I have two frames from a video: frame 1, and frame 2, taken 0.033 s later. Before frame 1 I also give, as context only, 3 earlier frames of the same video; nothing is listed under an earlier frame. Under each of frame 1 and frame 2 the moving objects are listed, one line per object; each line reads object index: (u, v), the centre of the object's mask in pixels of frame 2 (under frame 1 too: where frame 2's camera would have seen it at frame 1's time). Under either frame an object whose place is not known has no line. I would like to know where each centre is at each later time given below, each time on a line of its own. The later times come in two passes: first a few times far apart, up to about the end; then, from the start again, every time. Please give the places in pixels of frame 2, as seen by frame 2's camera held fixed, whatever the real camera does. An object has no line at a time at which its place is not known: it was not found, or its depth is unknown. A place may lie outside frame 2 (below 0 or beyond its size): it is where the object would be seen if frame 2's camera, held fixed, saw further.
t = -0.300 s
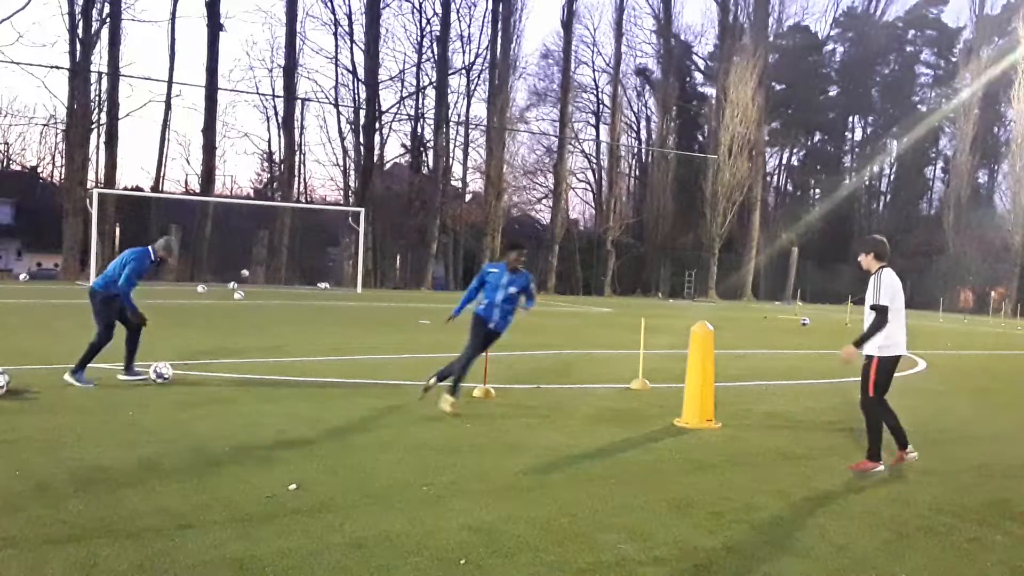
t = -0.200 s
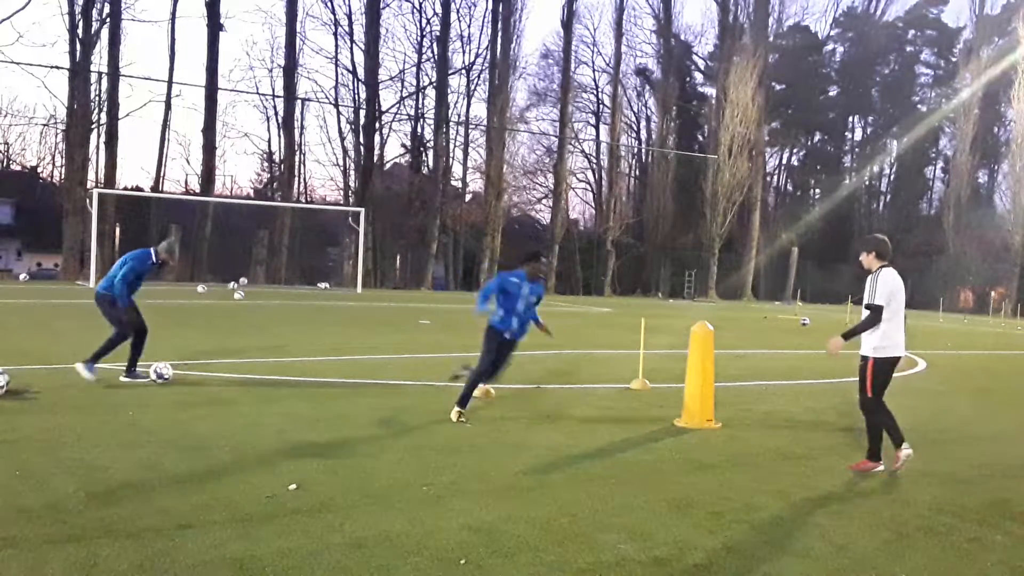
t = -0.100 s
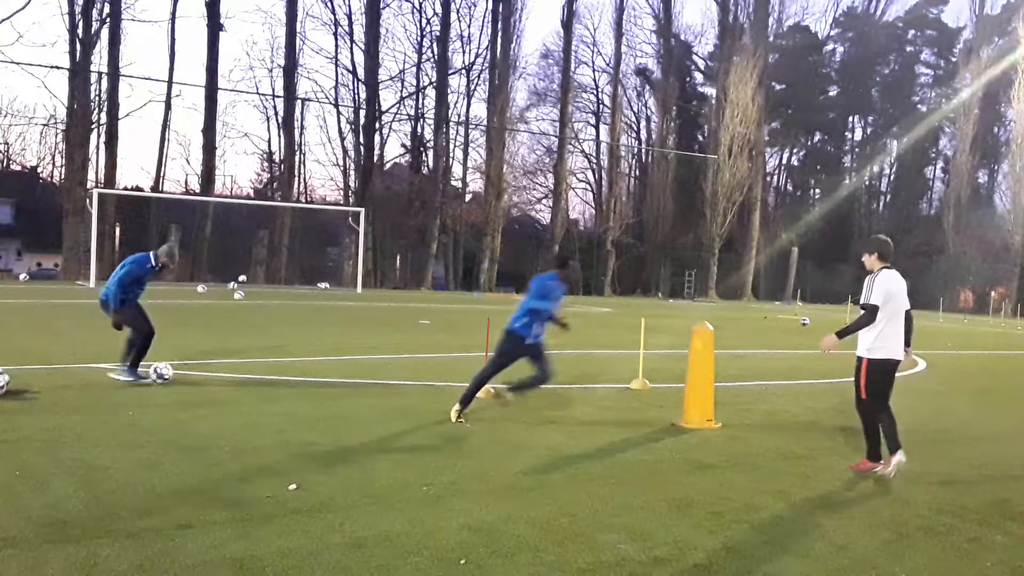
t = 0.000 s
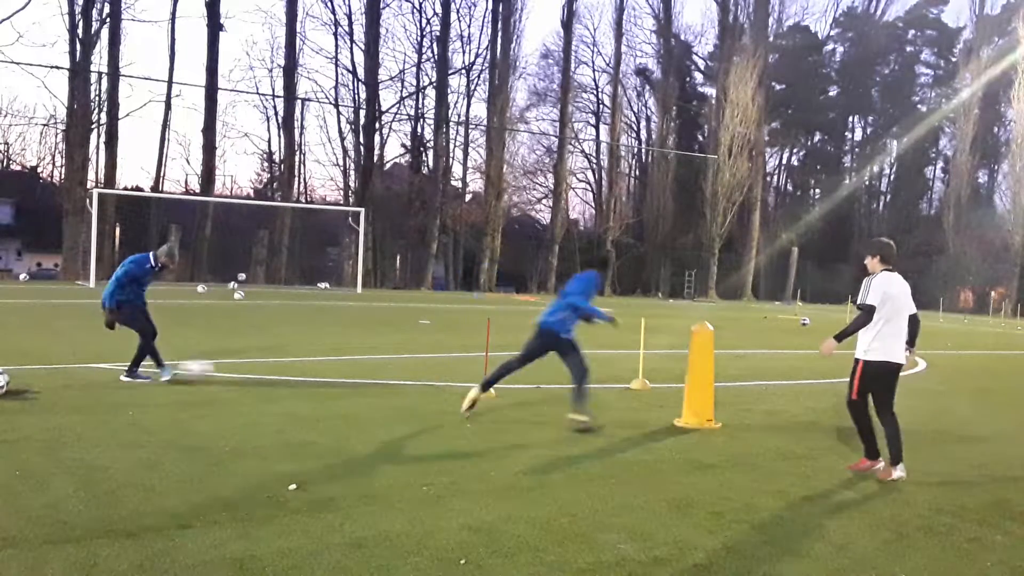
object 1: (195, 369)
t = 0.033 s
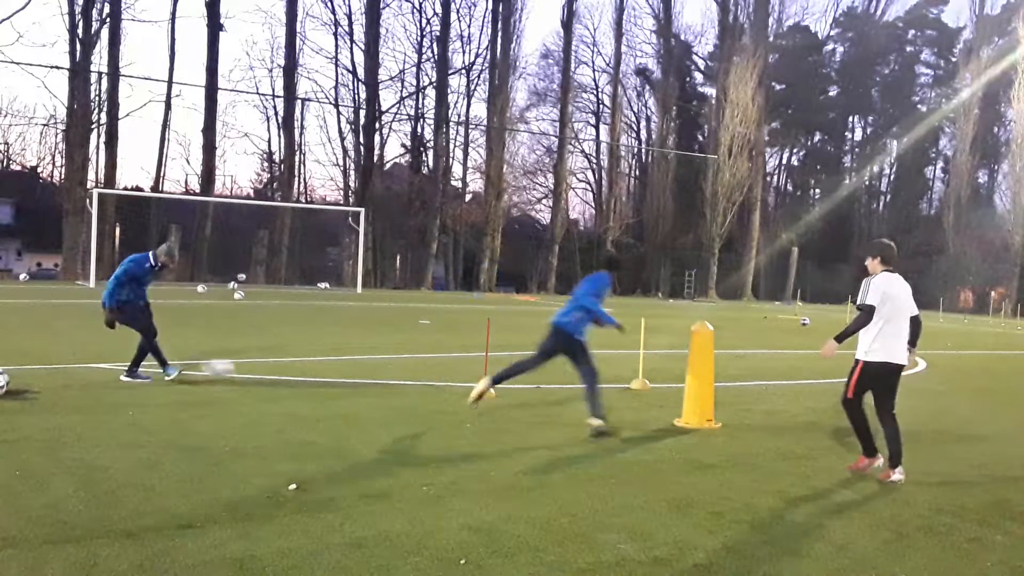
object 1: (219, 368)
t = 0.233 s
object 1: (323, 366)
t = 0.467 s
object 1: (412, 363)
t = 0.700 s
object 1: (475, 362)
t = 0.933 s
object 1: (530, 361)
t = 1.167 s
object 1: (578, 359)
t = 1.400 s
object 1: (620, 358)
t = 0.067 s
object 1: (238, 368)
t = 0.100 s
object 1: (258, 367)
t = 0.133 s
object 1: (275, 367)
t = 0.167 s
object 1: (291, 366)
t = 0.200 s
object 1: (308, 367)
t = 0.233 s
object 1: (323, 366)
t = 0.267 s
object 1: (338, 366)
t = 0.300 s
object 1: (352, 366)
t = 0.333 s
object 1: (366, 365)
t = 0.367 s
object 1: (379, 365)
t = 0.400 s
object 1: (391, 365)
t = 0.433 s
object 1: (402, 364)
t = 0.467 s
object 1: (412, 363)
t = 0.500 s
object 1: (422, 363)
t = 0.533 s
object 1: (432, 363)
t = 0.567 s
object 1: (442, 363)
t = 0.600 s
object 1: (451, 363)
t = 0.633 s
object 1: (460, 363)
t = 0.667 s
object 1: (468, 362)
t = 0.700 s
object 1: (475, 362)
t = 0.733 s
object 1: (483, 362)
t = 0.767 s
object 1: (492, 362)
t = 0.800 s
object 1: (500, 362)
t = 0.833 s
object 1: (508, 362)
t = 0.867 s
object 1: (516, 361)
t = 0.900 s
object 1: (522, 361)
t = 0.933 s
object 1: (530, 361)
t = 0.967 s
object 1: (537, 361)
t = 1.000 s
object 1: (545, 360)
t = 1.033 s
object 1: (552, 360)
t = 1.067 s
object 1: (558, 360)
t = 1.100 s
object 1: (564, 359)
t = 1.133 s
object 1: (571, 359)
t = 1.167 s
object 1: (578, 359)
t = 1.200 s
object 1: (584, 359)
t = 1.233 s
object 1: (590, 359)
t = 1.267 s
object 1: (596, 359)
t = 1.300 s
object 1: (602, 358)
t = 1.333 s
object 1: (607, 358)
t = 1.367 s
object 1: (614, 358)
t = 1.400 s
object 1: (620, 358)
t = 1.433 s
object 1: (625, 357)
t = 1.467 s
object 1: (631, 358)
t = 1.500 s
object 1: (636, 357)
